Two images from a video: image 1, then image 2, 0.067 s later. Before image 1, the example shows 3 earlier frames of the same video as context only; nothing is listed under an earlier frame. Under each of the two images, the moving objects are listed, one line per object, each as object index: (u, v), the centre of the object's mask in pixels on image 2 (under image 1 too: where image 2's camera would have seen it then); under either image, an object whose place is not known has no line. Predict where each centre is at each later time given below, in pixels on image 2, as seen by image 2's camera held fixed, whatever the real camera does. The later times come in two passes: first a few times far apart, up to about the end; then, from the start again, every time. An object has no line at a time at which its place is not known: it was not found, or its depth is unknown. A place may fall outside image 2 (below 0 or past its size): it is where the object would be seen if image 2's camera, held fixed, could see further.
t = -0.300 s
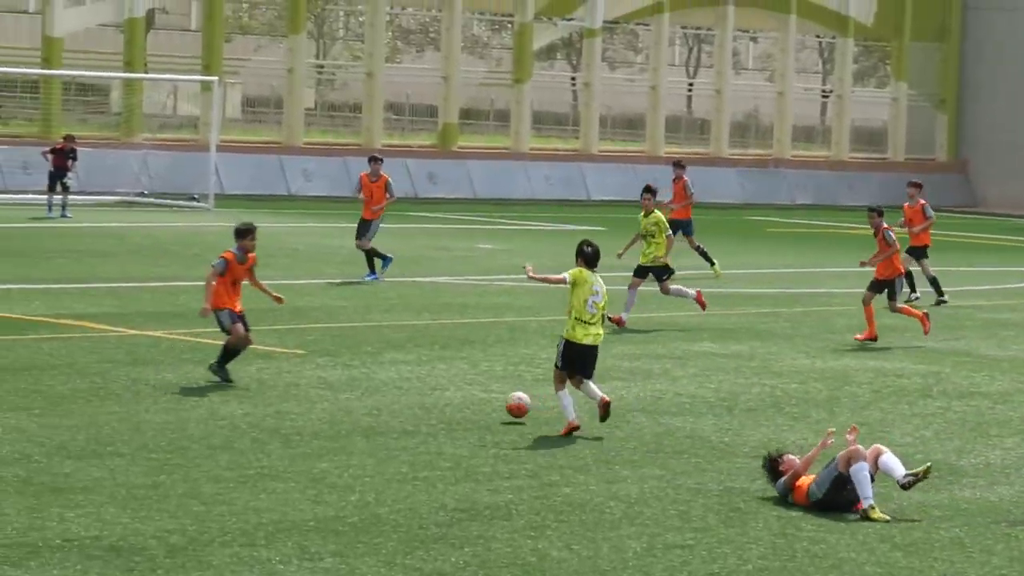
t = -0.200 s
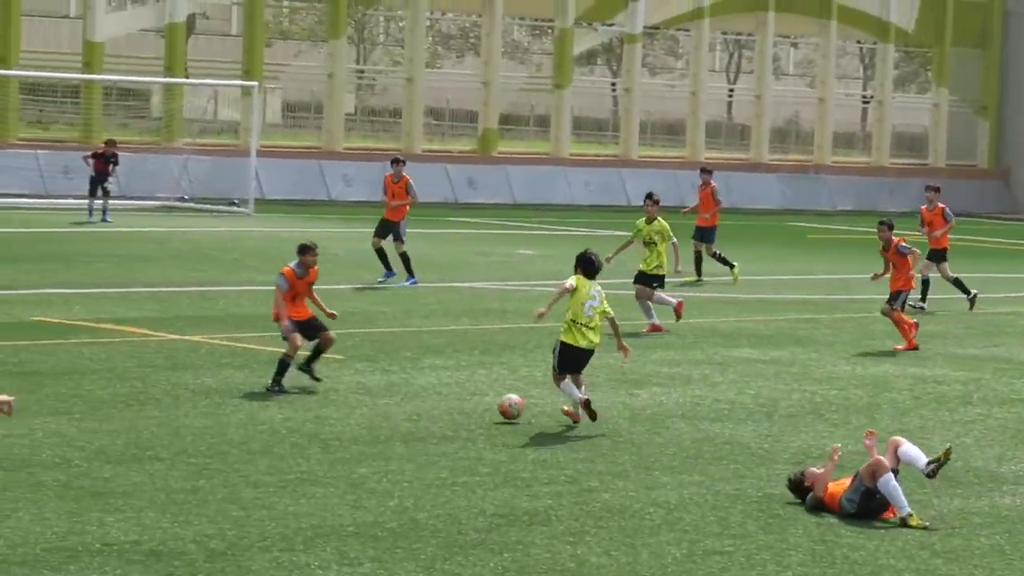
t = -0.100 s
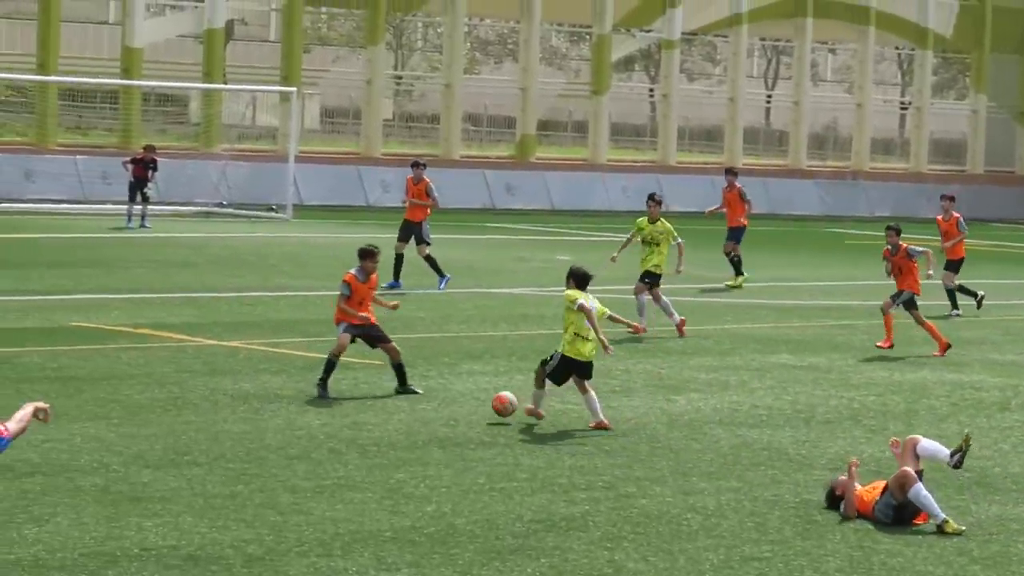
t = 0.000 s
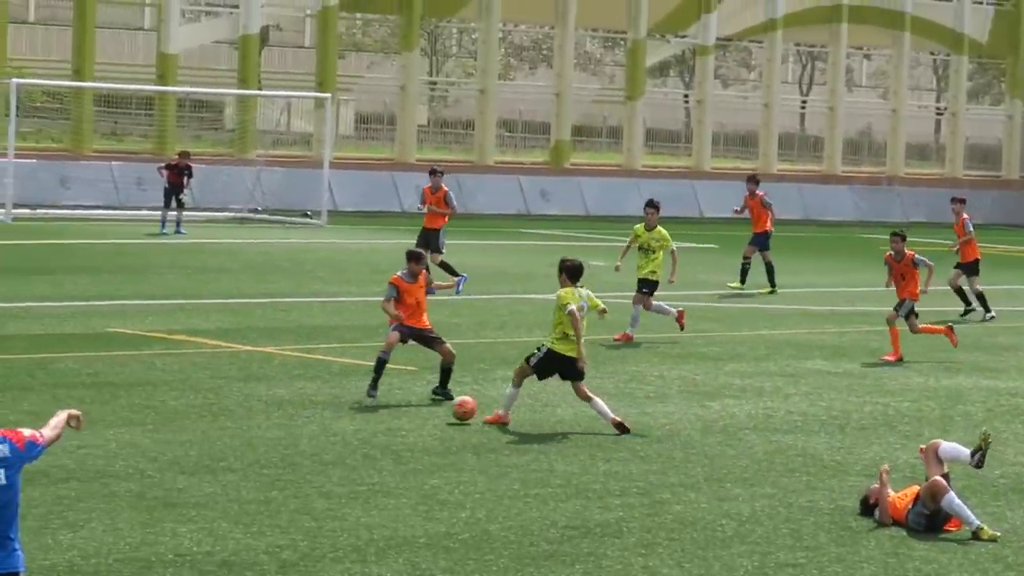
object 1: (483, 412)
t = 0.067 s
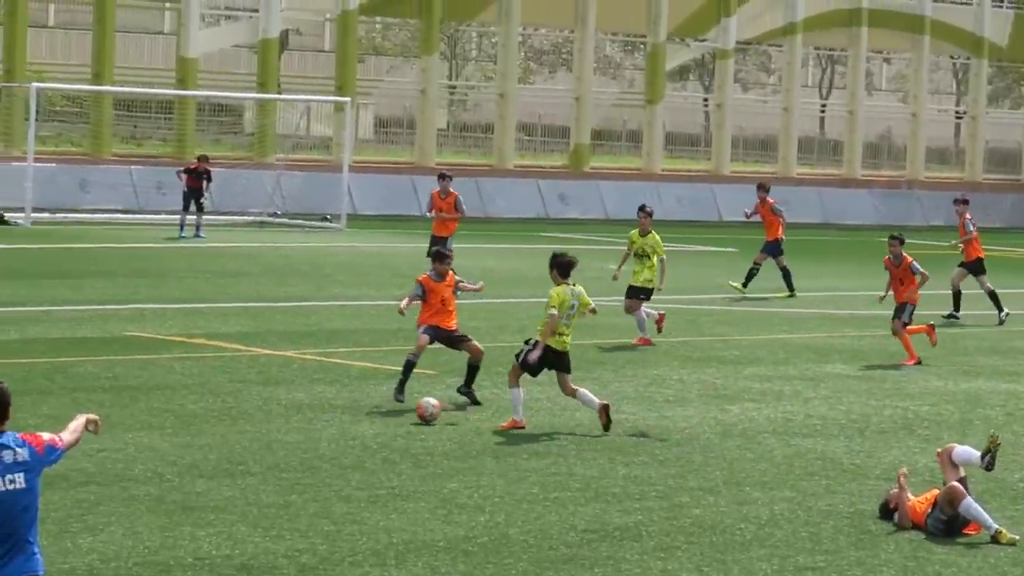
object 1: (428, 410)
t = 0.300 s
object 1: (263, 400)
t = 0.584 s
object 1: (79, 389)
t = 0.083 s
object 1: (417, 408)
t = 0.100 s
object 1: (405, 406)
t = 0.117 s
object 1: (393, 405)
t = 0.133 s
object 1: (380, 403)
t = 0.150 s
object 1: (368, 403)
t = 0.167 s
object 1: (356, 402)
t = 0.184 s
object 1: (343, 403)
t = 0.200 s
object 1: (332, 404)
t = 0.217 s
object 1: (321, 404)
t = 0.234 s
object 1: (310, 403)
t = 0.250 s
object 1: (298, 402)
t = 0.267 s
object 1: (286, 401)
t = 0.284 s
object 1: (275, 400)
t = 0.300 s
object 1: (263, 400)
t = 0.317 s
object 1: (253, 400)
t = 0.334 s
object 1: (242, 398)
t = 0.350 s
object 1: (231, 397)
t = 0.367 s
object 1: (220, 396)
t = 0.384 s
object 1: (209, 396)
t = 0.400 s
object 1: (197, 396)
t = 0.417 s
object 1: (186, 396)
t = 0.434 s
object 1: (176, 395)
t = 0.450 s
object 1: (165, 393)
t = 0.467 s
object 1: (155, 391)
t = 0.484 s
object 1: (144, 390)
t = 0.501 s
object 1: (133, 388)
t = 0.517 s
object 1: (122, 388)
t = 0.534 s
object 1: (111, 388)
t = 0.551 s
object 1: (100, 388)
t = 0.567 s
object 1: (90, 389)
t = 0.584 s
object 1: (79, 389)
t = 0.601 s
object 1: (68, 390)
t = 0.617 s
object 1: (57, 389)
